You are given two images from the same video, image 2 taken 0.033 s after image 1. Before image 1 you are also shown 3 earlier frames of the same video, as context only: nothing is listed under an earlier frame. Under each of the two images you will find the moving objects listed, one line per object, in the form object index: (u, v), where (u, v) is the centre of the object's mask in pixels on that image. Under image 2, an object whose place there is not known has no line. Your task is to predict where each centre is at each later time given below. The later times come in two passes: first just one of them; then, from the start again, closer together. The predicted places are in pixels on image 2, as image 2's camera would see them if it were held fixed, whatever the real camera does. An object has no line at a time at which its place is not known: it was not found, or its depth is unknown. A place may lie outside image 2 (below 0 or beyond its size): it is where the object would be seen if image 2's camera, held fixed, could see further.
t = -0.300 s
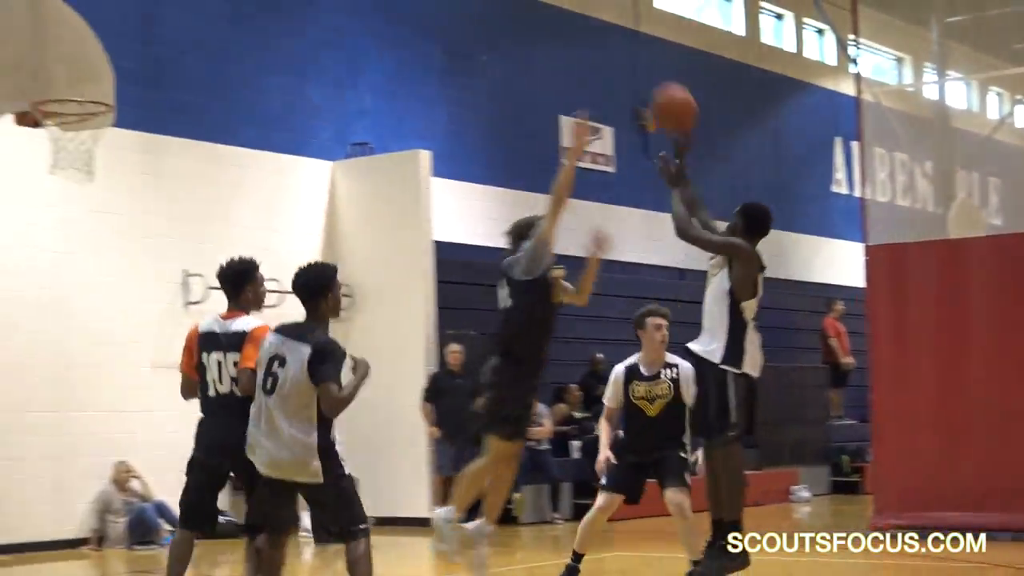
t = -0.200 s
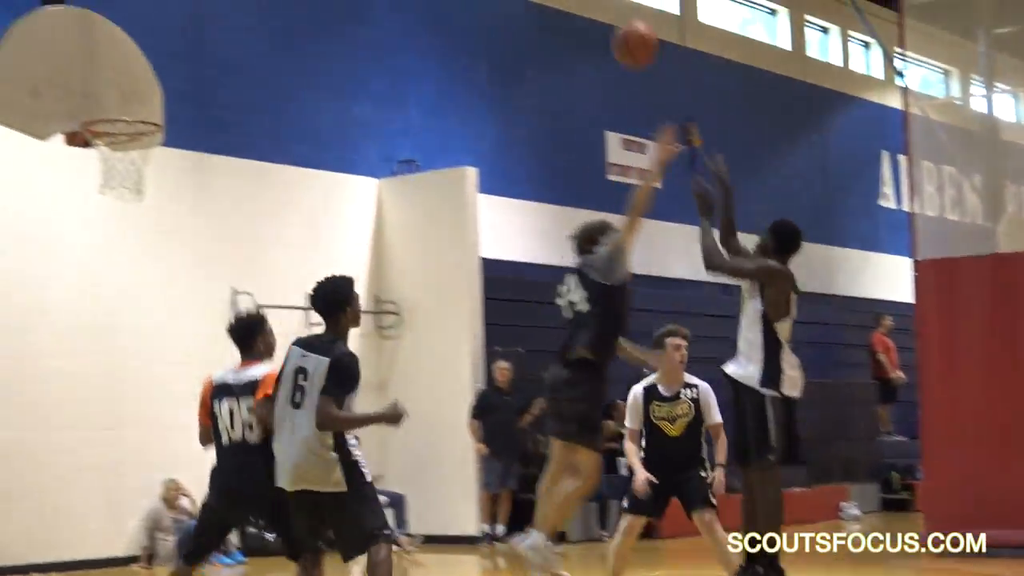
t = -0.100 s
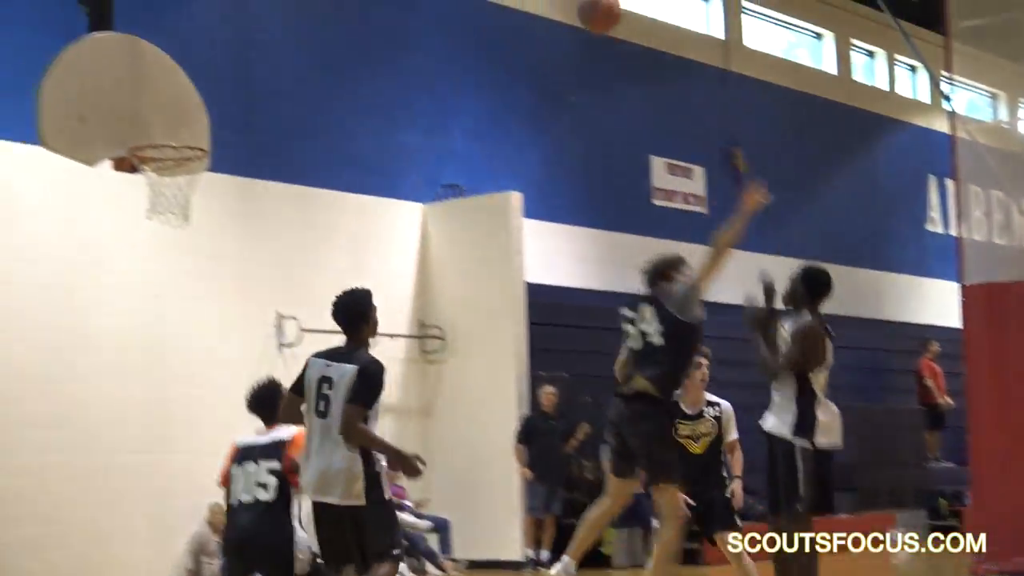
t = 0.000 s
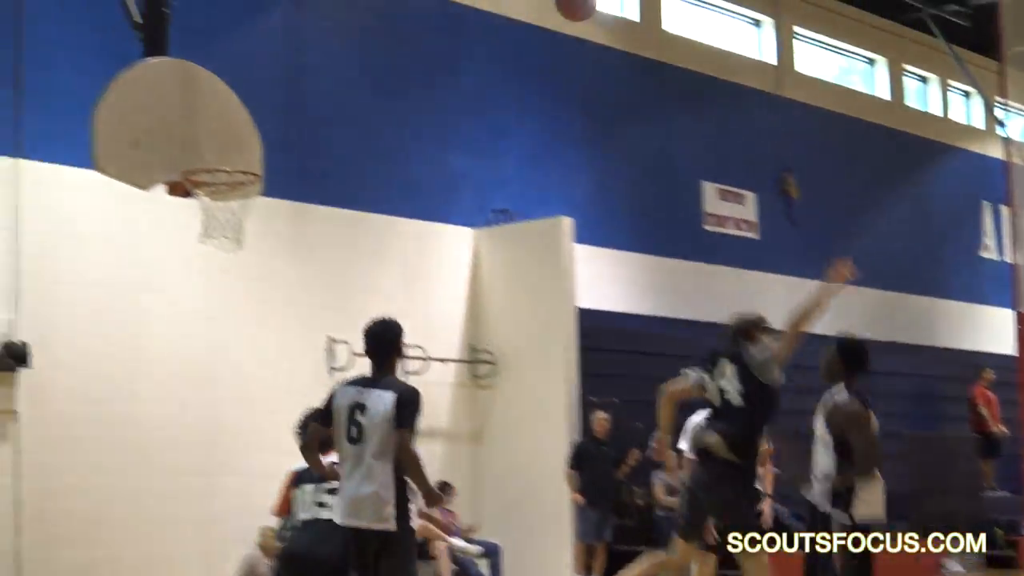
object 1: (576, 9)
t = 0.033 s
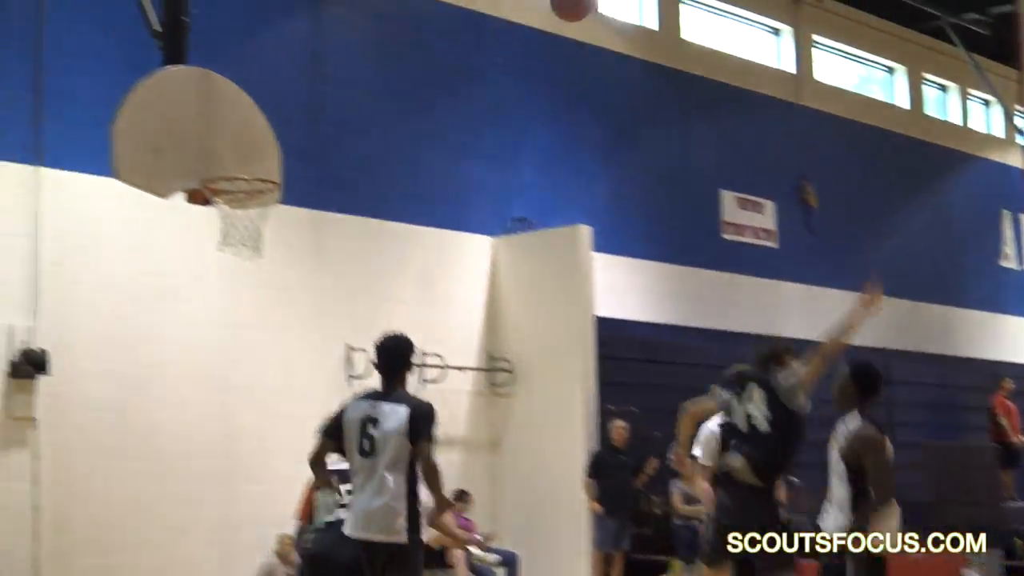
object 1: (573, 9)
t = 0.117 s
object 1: (514, -7)
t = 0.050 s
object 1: (560, 5)
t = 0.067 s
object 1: (548, 2)
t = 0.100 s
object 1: (525, -5)
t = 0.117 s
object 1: (514, -7)
